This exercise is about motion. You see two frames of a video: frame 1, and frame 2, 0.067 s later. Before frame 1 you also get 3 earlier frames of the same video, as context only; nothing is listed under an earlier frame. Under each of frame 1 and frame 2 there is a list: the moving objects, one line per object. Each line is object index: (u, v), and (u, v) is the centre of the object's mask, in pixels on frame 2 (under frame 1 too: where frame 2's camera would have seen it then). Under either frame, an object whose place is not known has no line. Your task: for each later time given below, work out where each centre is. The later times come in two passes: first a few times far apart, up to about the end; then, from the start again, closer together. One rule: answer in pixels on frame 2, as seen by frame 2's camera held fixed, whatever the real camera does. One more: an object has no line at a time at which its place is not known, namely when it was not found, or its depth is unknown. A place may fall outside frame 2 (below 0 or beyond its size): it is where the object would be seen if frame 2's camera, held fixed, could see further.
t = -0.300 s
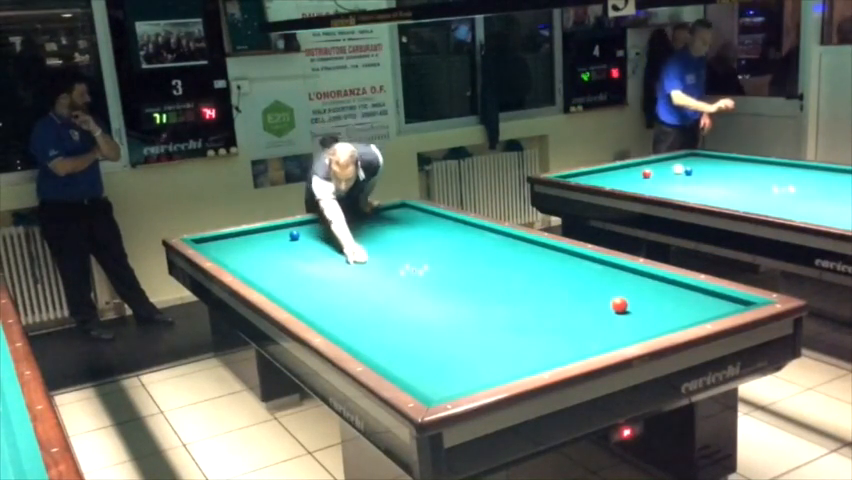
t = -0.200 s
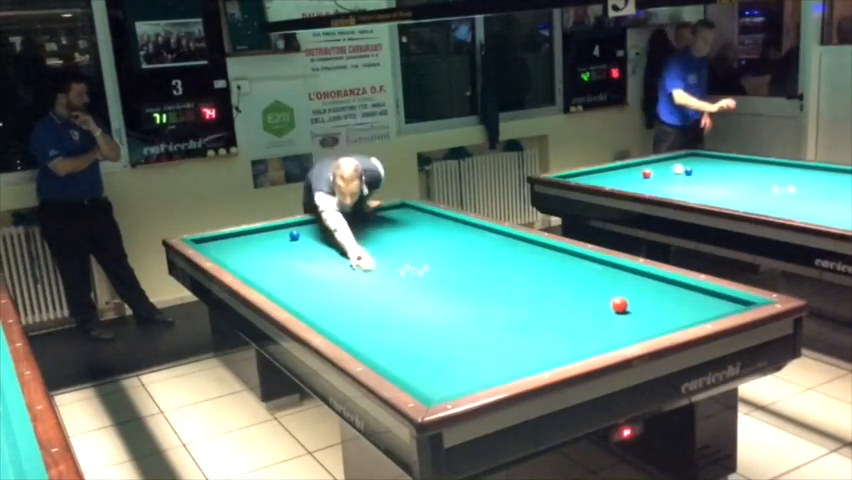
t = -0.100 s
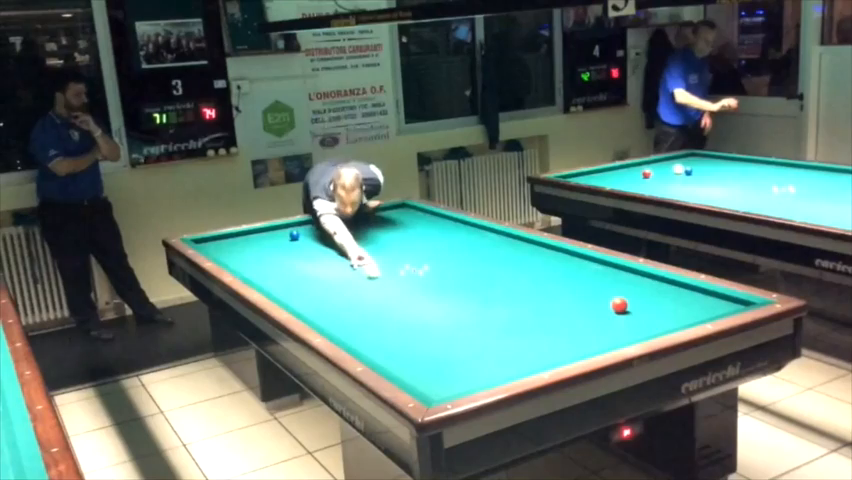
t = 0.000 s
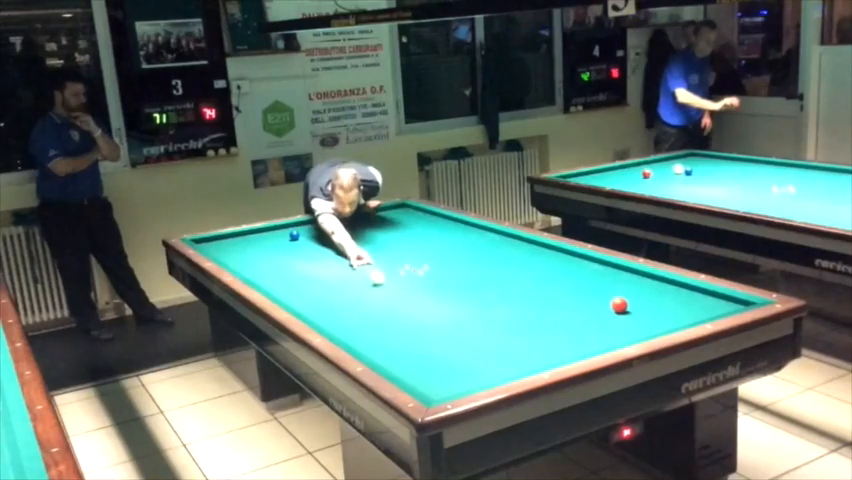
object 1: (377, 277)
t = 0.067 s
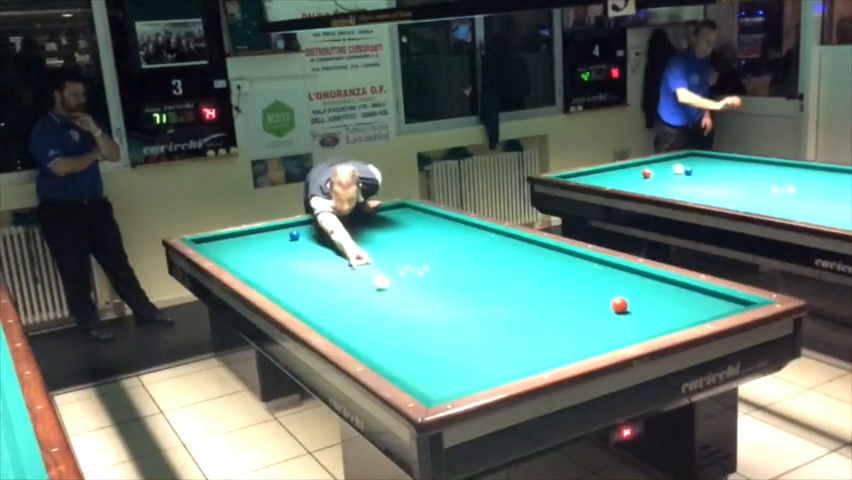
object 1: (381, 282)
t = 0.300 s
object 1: (394, 298)
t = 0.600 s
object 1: (414, 323)
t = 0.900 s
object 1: (437, 354)
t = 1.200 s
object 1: (460, 384)
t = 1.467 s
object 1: (416, 371)
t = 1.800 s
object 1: (384, 356)
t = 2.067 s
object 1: (372, 345)
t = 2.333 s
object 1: (362, 333)
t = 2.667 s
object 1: (351, 320)
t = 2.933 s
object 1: (343, 311)
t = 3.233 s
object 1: (334, 302)
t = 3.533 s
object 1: (327, 293)
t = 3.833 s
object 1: (321, 285)
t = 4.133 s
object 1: (316, 278)
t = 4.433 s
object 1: (311, 272)
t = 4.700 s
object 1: (307, 267)
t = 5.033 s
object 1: (302, 261)
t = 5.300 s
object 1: (298, 256)
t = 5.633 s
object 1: (294, 252)
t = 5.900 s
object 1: (291, 248)
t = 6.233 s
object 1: (288, 244)
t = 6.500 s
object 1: (285, 240)
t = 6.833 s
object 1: (283, 237)
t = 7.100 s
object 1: (280, 234)
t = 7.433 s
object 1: (278, 231)
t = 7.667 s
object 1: (276, 229)
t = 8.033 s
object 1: (275, 226)
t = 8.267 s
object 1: (277, 227)
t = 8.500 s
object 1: (280, 227)
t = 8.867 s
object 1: (283, 229)
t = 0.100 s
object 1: (383, 284)
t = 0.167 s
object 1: (386, 288)
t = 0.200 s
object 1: (389, 291)
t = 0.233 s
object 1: (390, 293)
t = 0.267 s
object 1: (392, 295)
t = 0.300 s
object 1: (394, 298)
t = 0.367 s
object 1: (399, 303)
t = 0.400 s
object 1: (401, 306)
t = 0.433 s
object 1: (403, 309)
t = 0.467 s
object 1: (404, 312)
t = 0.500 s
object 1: (407, 315)
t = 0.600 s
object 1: (414, 323)
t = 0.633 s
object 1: (416, 326)
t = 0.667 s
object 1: (418, 329)
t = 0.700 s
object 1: (421, 333)
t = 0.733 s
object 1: (423, 336)
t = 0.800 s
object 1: (429, 343)
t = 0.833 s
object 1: (431, 346)
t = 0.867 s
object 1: (434, 350)
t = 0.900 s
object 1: (437, 354)
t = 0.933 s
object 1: (440, 358)
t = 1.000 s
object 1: (446, 365)
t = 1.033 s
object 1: (449, 369)
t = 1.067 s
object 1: (452, 373)
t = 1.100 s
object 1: (455, 377)
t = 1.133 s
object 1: (458, 381)
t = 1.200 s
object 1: (460, 384)
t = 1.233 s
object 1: (453, 383)
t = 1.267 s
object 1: (447, 381)
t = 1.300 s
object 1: (440, 380)
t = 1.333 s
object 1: (435, 377)
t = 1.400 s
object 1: (424, 374)
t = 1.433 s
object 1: (420, 373)
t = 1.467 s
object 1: (416, 371)
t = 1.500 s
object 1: (411, 370)
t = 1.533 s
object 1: (407, 369)
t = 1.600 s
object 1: (399, 366)
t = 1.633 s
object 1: (394, 364)
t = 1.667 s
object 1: (390, 362)
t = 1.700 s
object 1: (388, 361)
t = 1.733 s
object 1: (387, 359)
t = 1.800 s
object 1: (384, 356)
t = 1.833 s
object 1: (382, 354)
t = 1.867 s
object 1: (380, 353)
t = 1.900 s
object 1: (379, 352)
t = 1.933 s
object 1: (377, 350)
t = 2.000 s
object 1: (375, 348)
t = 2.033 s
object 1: (373, 346)
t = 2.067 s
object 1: (372, 345)
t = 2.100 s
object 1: (371, 343)
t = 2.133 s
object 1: (369, 342)
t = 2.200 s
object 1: (367, 338)
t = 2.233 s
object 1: (365, 337)
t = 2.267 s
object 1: (364, 336)
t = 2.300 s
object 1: (363, 335)
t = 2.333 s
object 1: (362, 333)
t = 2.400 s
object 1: (359, 330)
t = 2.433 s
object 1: (358, 329)
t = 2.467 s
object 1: (357, 328)
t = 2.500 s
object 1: (356, 326)
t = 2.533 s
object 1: (355, 325)
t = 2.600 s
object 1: (352, 323)
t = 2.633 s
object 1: (351, 322)
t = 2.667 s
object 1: (351, 320)
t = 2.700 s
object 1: (350, 319)
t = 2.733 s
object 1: (348, 318)
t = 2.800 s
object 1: (346, 315)
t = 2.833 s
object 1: (345, 314)
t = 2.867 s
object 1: (344, 313)
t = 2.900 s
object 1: (343, 312)
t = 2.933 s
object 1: (343, 311)
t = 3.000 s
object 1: (341, 309)
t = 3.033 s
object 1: (340, 308)
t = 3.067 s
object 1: (339, 307)
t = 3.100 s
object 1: (338, 306)
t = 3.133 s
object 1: (337, 305)
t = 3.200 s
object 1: (335, 302)
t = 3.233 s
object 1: (334, 302)
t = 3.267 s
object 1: (334, 301)
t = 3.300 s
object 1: (333, 300)
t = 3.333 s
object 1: (332, 299)
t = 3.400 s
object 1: (330, 297)
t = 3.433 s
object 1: (330, 296)
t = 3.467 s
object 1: (329, 295)
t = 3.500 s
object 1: (328, 294)
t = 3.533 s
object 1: (327, 293)
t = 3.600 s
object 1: (326, 291)
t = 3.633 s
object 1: (325, 291)
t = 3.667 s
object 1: (325, 290)
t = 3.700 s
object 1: (324, 289)
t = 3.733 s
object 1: (323, 288)
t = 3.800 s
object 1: (322, 286)
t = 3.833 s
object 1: (321, 285)
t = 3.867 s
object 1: (320, 284)
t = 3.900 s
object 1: (319, 284)
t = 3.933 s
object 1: (319, 283)
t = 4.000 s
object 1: (318, 281)
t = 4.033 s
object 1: (317, 280)
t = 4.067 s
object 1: (317, 279)
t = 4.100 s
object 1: (316, 279)
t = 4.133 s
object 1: (316, 278)
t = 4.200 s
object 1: (314, 277)
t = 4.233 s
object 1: (313, 276)
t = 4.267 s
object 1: (313, 275)
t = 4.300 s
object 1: (312, 275)
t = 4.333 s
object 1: (312, 274)
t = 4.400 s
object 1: (311, 272)
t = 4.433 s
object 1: (311, 272)
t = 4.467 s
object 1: (310, 271)
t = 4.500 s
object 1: (309, 271)
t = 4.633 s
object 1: (307, 268)
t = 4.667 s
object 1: (307, 268)
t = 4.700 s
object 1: (307, 267)
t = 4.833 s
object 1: (304, 264)
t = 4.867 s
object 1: (304, 264)
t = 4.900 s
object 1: (303, 264)
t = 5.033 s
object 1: (302, 261)
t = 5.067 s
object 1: (301, 260)
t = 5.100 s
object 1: (301, 260)
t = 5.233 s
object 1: (299, 258)
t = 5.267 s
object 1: (298, 257)
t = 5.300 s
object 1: (298, 256)
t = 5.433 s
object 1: (296, 254)
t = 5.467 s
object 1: (296, 254)
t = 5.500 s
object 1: (295, 254)
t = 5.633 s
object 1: (294, 252)
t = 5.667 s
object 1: (294, 251)
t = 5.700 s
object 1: (293, 251)
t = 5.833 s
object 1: (292, 249)
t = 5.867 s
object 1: (291, 248)
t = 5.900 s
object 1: (291, 248)
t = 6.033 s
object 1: (290, 246)
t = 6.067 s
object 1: (289, 246)
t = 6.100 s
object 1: (289, 245)
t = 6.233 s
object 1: (288, 244)
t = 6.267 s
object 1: (287, 243)
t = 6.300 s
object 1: (286, 243)
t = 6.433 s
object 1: (286, 241)
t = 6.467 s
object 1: (285, 241)
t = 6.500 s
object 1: (285, 240)
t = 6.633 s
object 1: (284, 239)
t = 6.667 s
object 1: (284, 238)
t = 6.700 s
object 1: (284, 238)
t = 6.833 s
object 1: (283, 237)
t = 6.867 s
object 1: (282, 236)
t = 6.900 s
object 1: (282, 236)
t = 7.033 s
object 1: (281, 235)
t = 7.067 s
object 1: (281, 234)
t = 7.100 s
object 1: (280, 234)
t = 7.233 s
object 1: (279, 233)
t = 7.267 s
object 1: (279, 233)
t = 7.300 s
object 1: (279, 232)
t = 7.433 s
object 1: (278, 231)
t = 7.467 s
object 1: (278, 231)
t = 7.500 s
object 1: (277, 231)
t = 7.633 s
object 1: (276, 230)
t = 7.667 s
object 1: (276, 229)
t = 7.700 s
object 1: (276, 229)
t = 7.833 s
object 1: (275, 228)
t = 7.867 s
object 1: (274, 228)
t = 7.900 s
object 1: (274, 227)
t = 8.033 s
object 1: (275, 226)
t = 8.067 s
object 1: (275, 227)
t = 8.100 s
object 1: (275, 227)
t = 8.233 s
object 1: (277, 227)
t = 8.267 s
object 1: (277, 227)
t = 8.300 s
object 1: (278, 227)
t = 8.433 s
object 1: (279, 227)
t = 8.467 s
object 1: (279, 227)
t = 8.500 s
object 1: (280, 227)
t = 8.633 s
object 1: (281, 228)
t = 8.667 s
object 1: (281, 228)
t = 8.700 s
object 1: (281, 228)
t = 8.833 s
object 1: (283, 229)
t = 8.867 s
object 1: (283, 229)
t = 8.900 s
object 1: (283, 229)
